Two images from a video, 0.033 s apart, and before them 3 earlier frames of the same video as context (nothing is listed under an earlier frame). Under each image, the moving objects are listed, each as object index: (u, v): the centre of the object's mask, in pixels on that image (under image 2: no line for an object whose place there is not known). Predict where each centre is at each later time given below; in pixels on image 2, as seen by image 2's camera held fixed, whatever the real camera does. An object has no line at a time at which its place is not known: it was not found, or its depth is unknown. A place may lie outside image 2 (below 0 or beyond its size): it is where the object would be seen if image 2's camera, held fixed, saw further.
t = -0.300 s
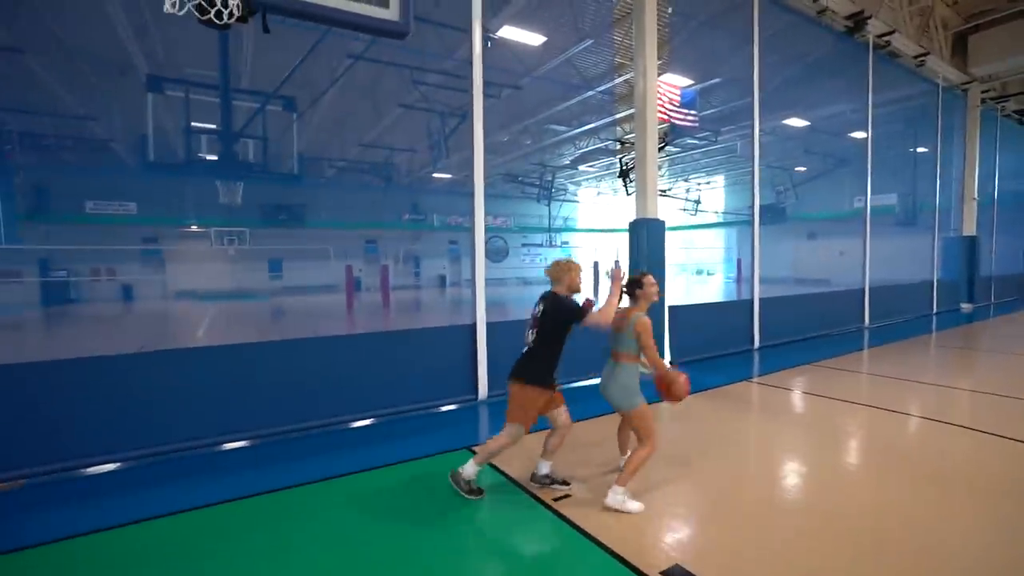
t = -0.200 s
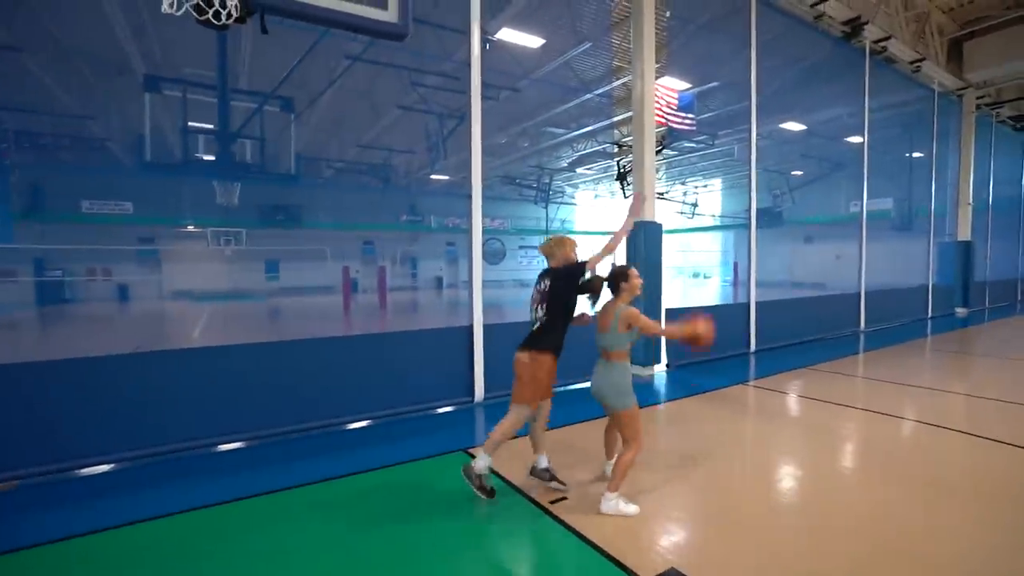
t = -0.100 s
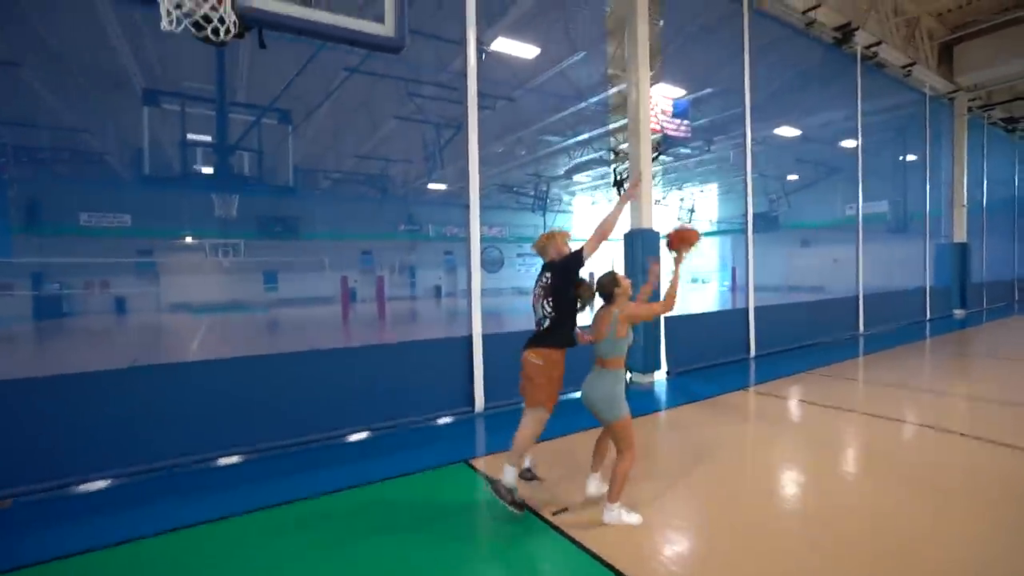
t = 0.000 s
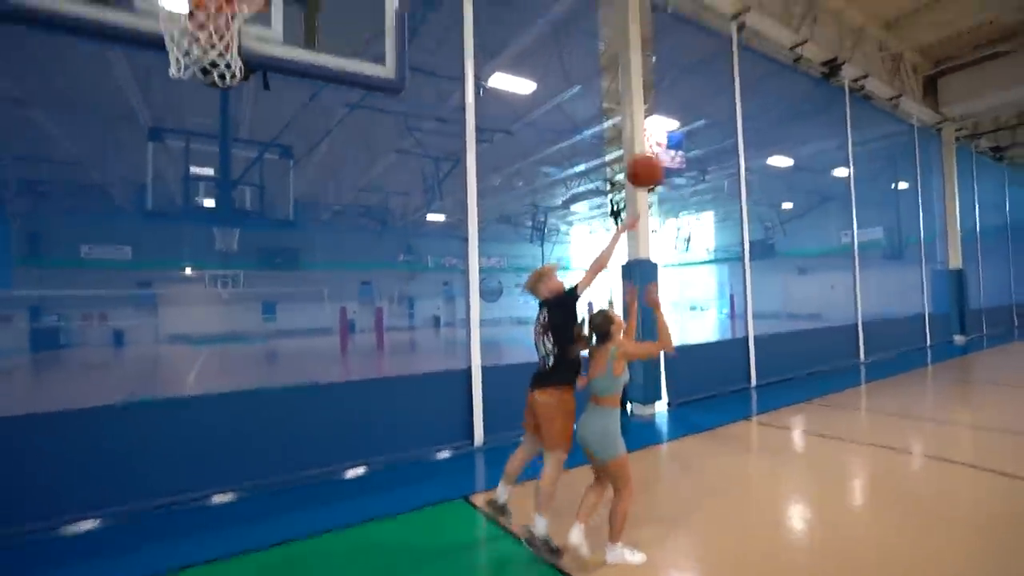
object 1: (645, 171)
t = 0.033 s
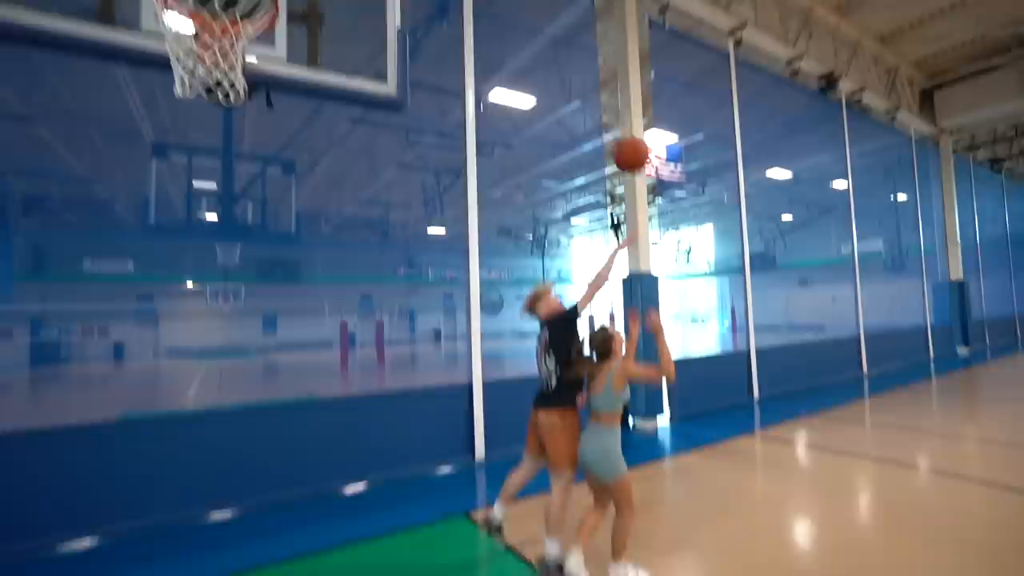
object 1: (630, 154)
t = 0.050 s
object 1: (626, 140)
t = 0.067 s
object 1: (620, 127)
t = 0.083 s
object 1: (612, 114)
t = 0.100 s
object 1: (607, 100)
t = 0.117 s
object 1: (601, 88)
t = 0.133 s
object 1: (596, 75)
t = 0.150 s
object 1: (589, 63)
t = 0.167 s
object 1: (583, 51)
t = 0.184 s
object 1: (578, 41)
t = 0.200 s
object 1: (572, 30)
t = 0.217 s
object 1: (566, 19)
